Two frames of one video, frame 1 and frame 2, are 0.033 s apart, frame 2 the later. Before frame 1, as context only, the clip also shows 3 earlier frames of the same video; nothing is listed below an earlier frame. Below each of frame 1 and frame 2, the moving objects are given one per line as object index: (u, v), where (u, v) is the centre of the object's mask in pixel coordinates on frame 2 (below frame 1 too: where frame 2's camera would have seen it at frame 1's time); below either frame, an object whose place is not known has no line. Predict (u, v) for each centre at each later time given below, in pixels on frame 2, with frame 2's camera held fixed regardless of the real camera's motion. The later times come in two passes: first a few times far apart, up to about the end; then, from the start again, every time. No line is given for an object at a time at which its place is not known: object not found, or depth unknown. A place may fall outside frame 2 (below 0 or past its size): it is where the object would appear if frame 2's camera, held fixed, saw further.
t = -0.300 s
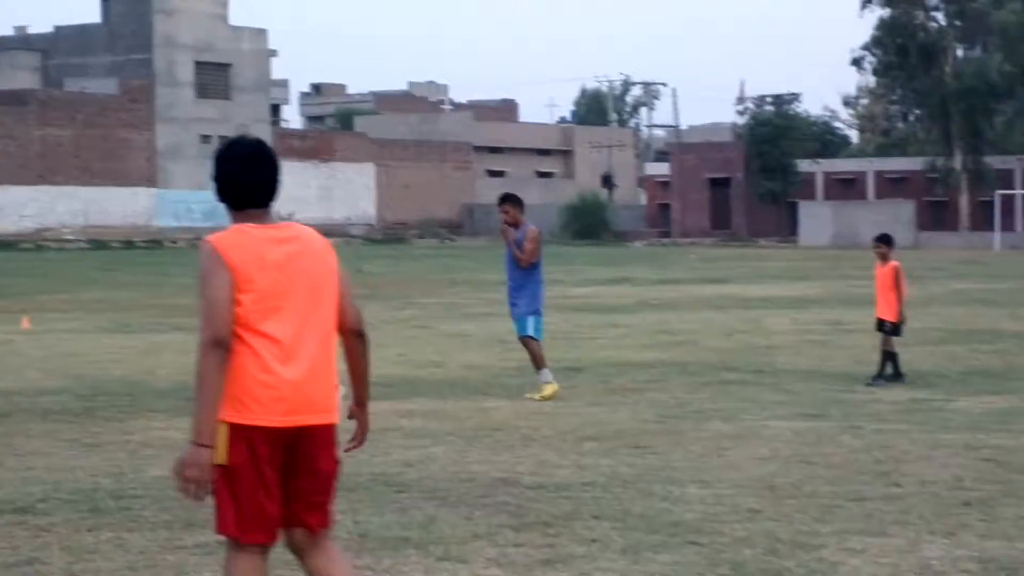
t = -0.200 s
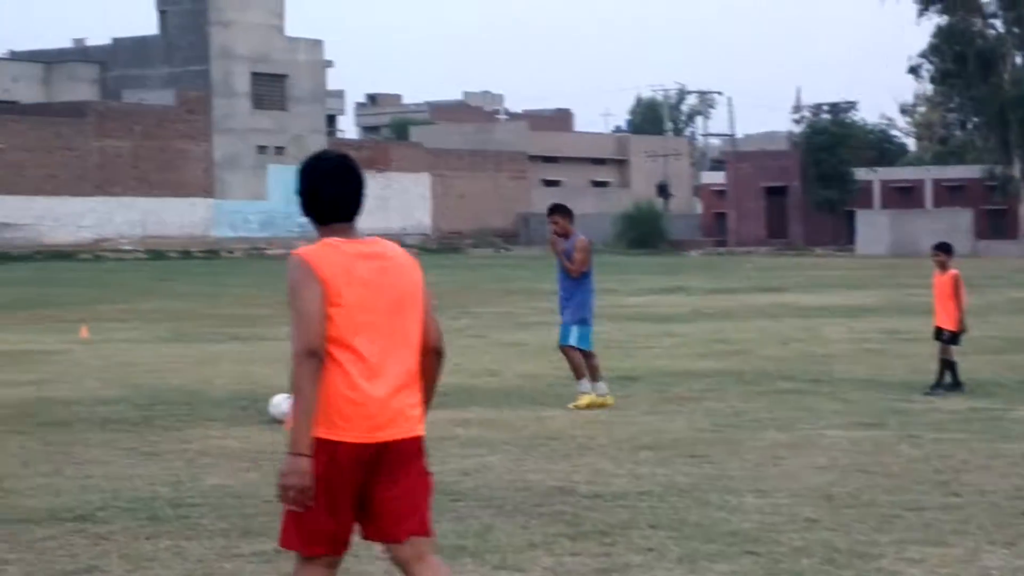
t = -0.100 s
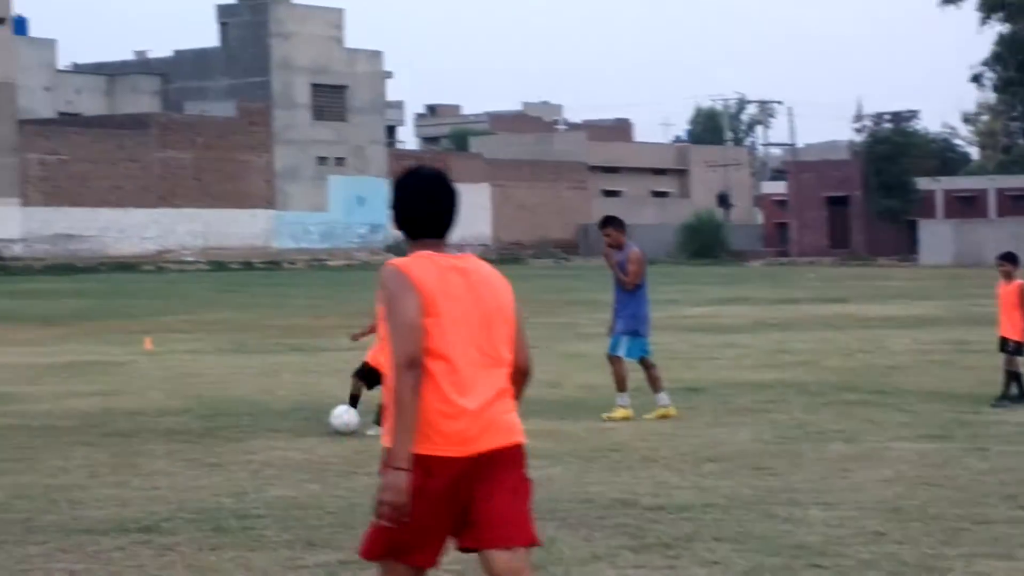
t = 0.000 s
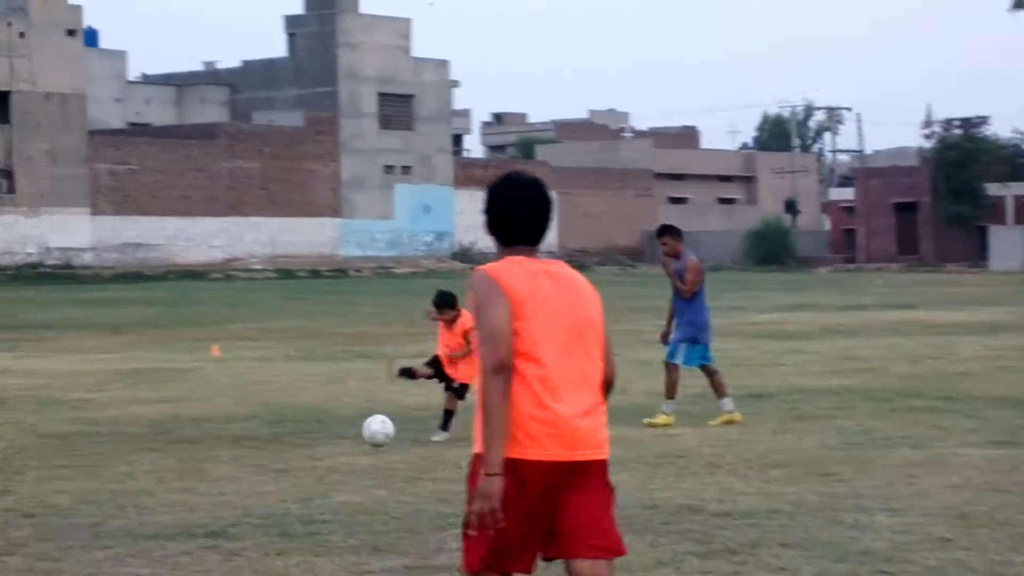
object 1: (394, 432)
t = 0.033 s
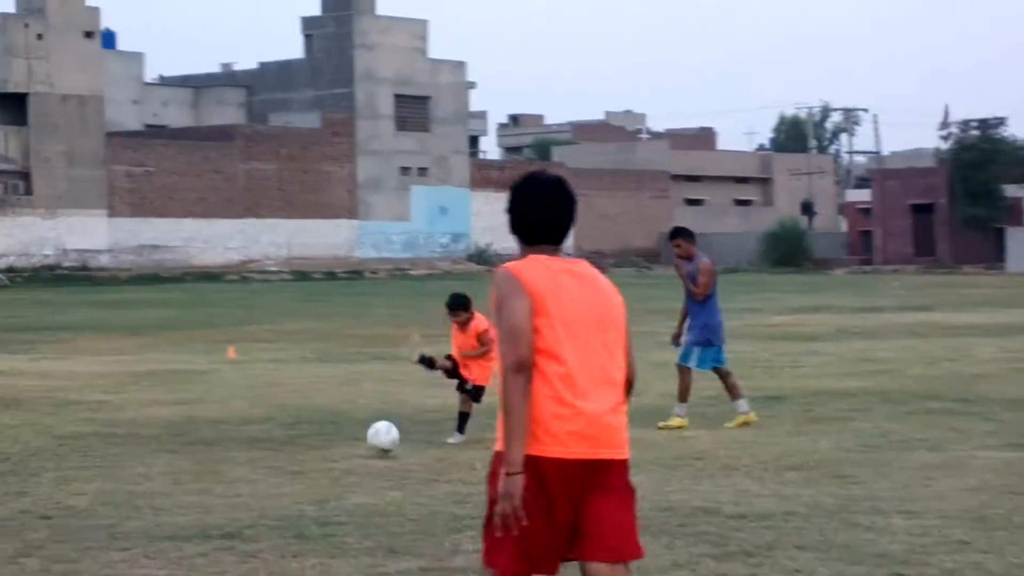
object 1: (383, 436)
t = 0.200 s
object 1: (328, 459)
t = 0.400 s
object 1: (264, 489)
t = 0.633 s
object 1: (185, 519)
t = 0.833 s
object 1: (120, 555)
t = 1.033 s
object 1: (52, 589)
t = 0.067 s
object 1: (372, 444)
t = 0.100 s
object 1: (360, 451)
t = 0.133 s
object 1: (349, 454)
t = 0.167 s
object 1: (339, 455)
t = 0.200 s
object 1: (328, 459)
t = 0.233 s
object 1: (317, 465)
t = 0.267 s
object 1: (306, 472)
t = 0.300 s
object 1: (294, 475)
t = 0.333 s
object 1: (284, 479)
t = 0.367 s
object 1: (275, 483)
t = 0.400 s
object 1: (264, 489)
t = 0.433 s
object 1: (253, 492)
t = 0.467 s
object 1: (241, 496)
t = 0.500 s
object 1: (230, 502)
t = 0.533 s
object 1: (219, 507)
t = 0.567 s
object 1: (209, 510)
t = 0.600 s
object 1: (197, 513)
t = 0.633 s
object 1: (185, 519)
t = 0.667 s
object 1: (175, 528)
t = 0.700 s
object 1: (165, 534)
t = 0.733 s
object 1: (153, 533)
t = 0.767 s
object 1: (141, 538)
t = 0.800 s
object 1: (130, 545)
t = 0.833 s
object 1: (120, 555)
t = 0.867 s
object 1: (107, 557)
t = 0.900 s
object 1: (97, 558)
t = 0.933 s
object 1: (86, 564)
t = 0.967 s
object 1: (75, 571)
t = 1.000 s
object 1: (63, 579)
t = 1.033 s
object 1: (52, 589)
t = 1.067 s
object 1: (39, 588)
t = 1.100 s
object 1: (24, 591)
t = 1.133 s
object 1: (9, 597)
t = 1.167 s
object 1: (-5, 605)
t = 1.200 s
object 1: (-19, 618)
